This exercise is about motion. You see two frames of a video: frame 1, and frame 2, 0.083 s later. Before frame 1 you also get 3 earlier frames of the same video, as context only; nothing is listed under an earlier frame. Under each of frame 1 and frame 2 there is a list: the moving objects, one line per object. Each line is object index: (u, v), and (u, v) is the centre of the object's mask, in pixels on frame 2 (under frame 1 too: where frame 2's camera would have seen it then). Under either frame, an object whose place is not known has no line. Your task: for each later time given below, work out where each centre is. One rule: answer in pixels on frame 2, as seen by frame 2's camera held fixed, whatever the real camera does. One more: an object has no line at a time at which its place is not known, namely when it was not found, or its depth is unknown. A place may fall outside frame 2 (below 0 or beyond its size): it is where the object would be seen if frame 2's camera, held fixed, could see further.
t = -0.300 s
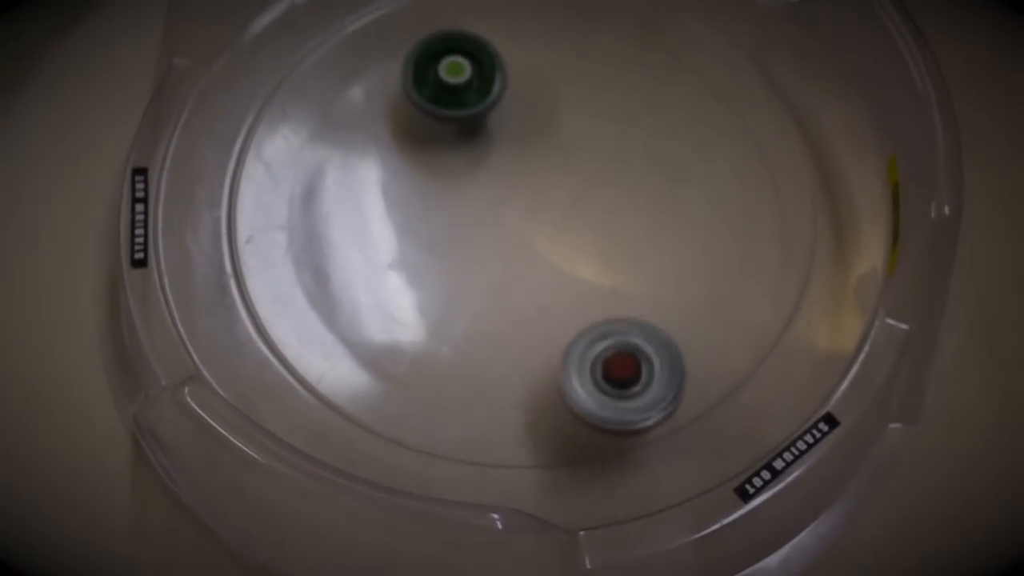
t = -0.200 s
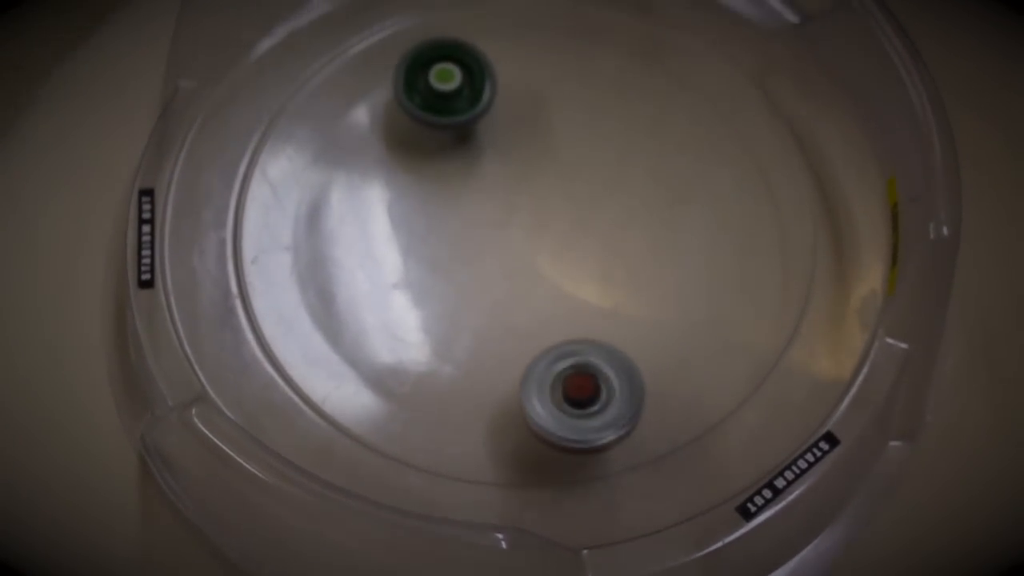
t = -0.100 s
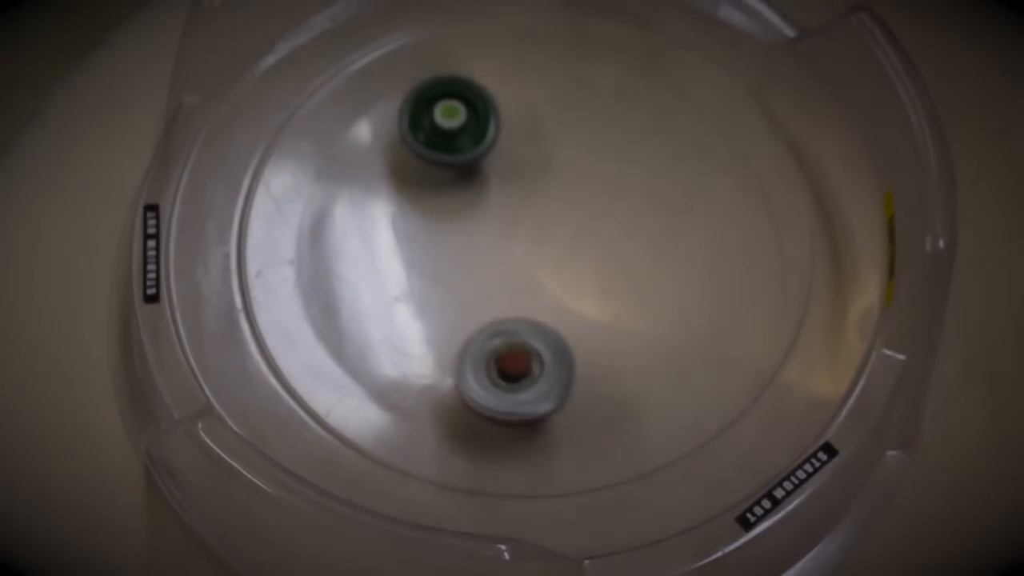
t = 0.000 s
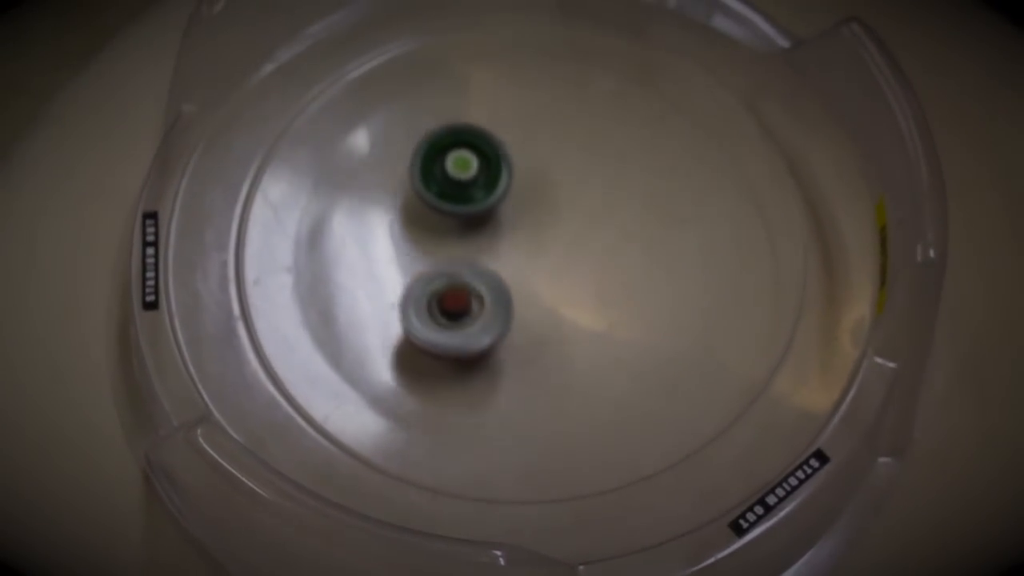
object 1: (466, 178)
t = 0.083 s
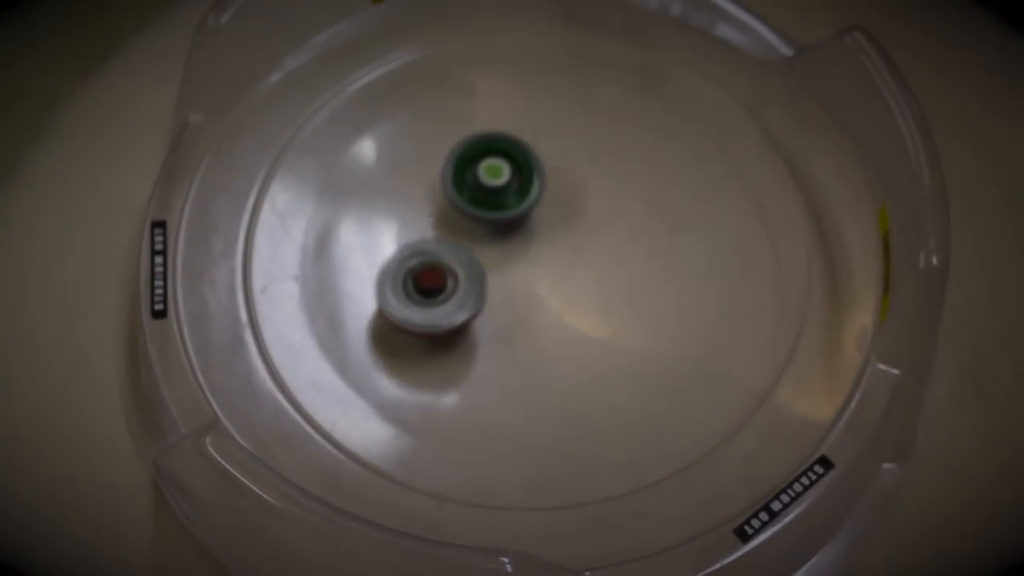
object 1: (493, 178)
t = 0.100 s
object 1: (500, 171)
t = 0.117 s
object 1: (507, 165)
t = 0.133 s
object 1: (513, 159)
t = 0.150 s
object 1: (519, 155)
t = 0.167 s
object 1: (525, 151)
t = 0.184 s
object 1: (530, 149)
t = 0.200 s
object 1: (535, 147)
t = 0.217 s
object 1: (538, 145)
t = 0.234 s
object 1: (542, 145)
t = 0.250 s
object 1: (544, 145)
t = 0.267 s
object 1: (546, 146)
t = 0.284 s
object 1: (548, 148)
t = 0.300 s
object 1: (549, 149)
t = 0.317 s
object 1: (549, 151)
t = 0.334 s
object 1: (550, 153)
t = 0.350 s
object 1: (550, 156)
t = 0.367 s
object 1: (550, 158)
